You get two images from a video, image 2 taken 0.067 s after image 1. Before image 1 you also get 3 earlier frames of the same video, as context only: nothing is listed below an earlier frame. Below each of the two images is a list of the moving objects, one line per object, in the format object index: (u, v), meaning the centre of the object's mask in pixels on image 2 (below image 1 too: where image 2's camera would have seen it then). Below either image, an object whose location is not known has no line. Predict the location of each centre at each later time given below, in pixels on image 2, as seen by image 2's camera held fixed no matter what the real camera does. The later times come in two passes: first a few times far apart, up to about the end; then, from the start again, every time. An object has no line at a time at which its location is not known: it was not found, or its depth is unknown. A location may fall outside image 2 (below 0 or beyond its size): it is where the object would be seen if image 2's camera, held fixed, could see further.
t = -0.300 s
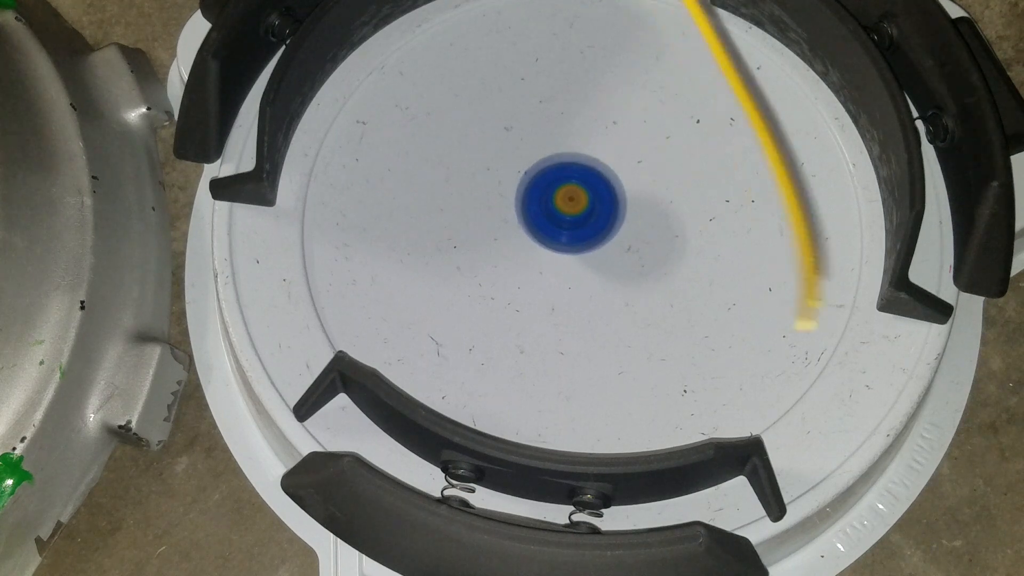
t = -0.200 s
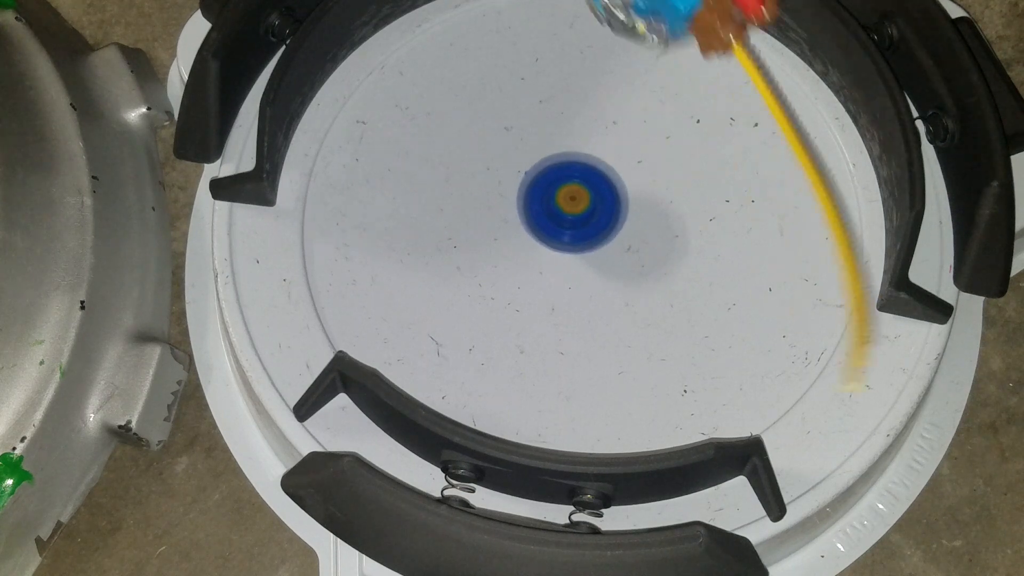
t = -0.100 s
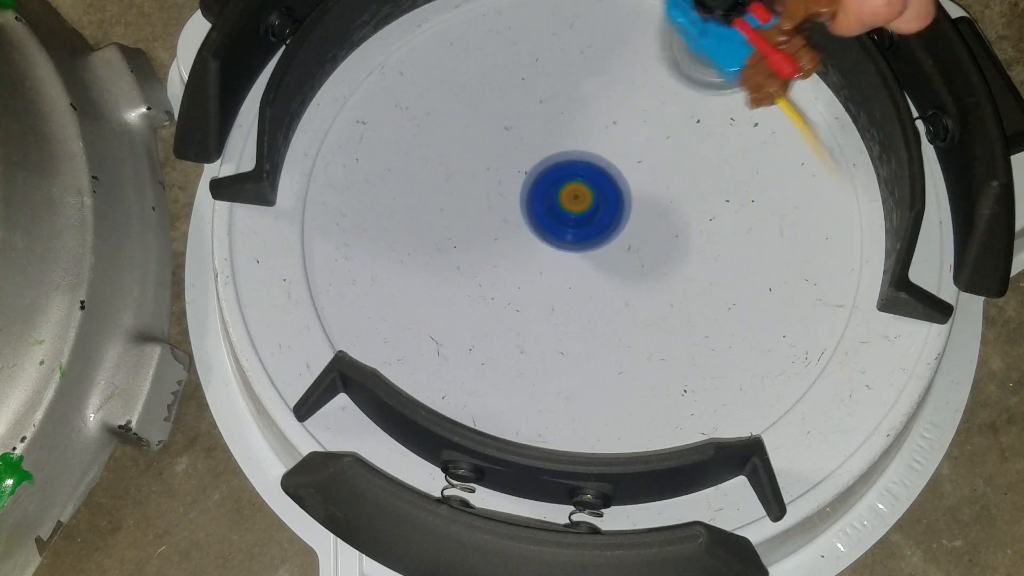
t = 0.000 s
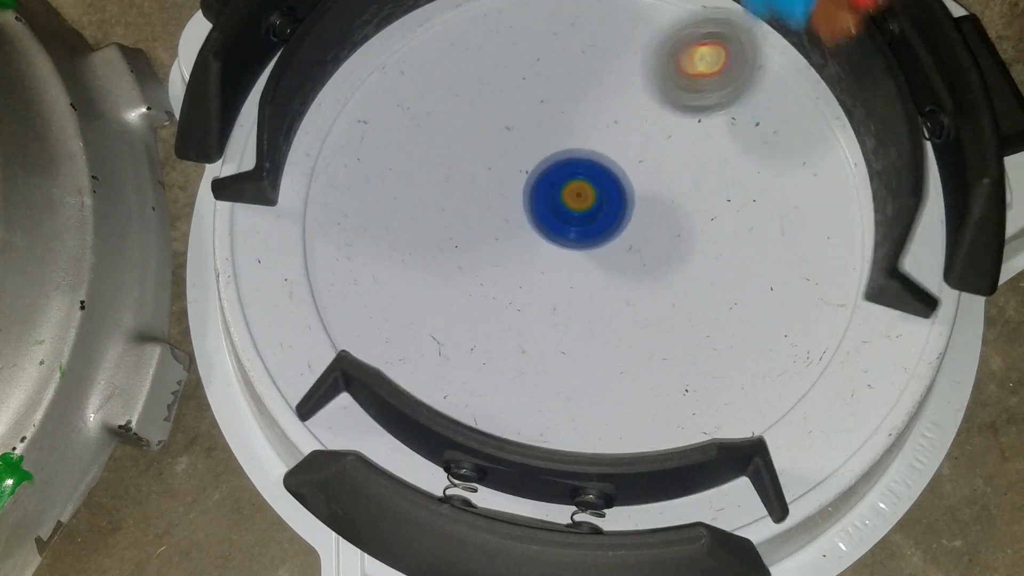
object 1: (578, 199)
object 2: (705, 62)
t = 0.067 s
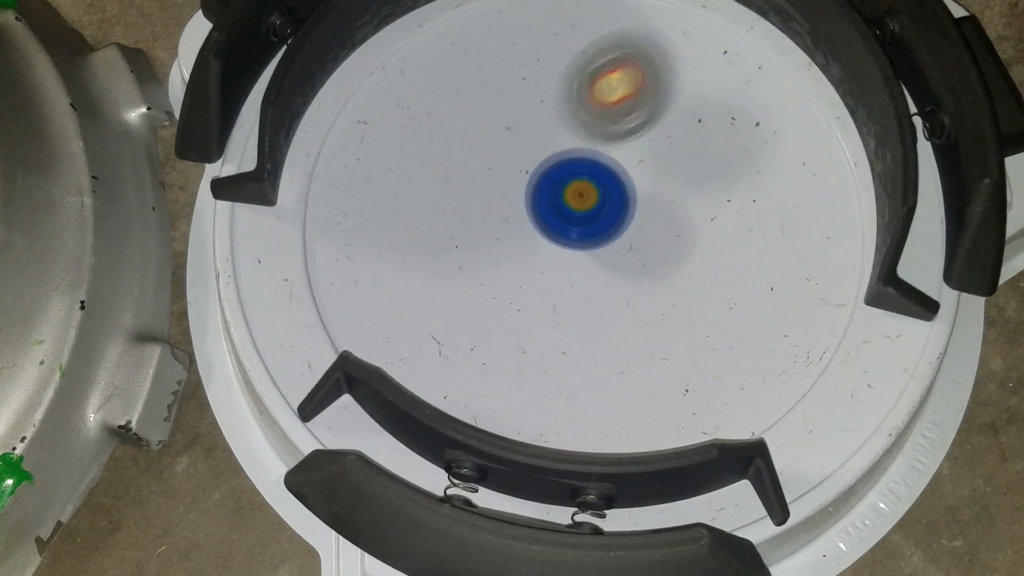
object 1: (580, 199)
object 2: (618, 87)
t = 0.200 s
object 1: (504, 365)
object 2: (552, 29)
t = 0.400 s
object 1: (565, 367)
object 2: (525, 185)
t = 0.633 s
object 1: (686, 322)
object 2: (517, 281)
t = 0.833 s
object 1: (710, 252)
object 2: (520, 331)
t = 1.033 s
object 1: (682, 217)
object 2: (532, 356)
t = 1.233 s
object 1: (651, 202)
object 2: (547, 353)
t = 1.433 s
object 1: (622, 195)
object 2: (552, 332)
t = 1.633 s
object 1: (599, 197)
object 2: (546, 289)
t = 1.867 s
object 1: (661, 116)
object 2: (473, 284)
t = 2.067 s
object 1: (655, 67)
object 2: (474, 267)
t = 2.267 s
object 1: (625, 50)
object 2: (499, 236)
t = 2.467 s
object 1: (594, 56)
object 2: (524, 198)
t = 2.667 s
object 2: (467, 255)
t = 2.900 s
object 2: (461, 342)
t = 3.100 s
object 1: (599, 59)
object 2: (524, 324)
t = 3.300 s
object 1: (600, 151)
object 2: (559, 301)
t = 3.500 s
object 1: (616, 183)
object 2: (581, 281)
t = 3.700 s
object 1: (650, 177)
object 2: (578, 289)
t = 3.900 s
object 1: (693, 153)
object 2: (531, 316)
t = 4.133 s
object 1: (703, 143)
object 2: (512, 332)
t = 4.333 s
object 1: (662, 171)
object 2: (522, 316)
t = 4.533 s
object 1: (627, 193)
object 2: (532, 288)
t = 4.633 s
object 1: (619, 198)
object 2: (536, 271)
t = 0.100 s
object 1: (563, 234)
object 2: (590, 80)
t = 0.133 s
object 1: (539, 287)
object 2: (575, 50)
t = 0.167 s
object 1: (519, 331)
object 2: (563, 35)
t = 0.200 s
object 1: (504, 365)
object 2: (552, 29)
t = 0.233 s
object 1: (497, 386)
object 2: (545, 35)
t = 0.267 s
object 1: (498, 395)
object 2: (540, 61)
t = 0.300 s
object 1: (511, 394)
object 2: (534, 95)
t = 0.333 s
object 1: (528, 389)
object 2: (529, 127)
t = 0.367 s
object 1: (546, 378)
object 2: (526, 157)
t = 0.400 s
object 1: (565, 367)
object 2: (525, 185)
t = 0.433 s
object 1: (584, 355)
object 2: (527, 211)
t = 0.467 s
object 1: (602, 344)
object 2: (530, 233)
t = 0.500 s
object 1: (617, 334)
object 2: (533, 254)
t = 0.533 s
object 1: (640, 333)
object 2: (530, 262)
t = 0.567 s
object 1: (663, 334)
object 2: (522, 266)
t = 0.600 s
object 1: (678, 330)
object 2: (519, 273)
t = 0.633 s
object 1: (686, 322)
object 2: (517, 281)
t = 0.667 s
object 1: (693, 313)
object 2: (517, 291)
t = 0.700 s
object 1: (699, 301)
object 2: (517, 300)
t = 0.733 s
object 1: (705, 289)
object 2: (517, 309)
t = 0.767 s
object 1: (709, 277)
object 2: (517, 317)
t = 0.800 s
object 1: (710, 264)
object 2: (518, 325)
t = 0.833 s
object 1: (710, 252)
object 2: (520, 331)
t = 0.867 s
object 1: (707, 241)
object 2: (521, 337)
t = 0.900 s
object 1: (702, 234)
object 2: (522, 343)
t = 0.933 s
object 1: (698, 228)
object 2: (524, 348)
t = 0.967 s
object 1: (692, 224)
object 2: (526, 352)
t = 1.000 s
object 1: (687, 220)
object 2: (529, 354)
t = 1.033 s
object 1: (682, 217)
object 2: (532, 356)
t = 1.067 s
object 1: (676, 214)
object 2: (534, 357)
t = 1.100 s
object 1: (672, 211)
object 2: (538, 357)
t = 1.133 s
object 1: (666, 209)
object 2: (541, 357)
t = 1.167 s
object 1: (661, 206)
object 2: (544, 356)
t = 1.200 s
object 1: (655, 204)
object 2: (545, 355)
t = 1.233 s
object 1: (651, 202)
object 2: (547, 353)
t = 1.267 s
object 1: (646, 200)
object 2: (548, 351)
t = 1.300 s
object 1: (641, 198)
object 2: (550, 348)
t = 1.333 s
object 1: (636, 197)
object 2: (551, 345)
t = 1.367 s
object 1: (631, 196)
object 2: (551, 342)
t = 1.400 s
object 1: (627, 196)
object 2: (552, 337)
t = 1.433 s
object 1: (622, 195)
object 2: (552, 332)
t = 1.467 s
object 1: (618, 195)
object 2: (551, 326)
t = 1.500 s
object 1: (614, 195)
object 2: (551, 320)
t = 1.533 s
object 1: (610, 195)
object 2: (550, 313)
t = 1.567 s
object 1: (606, 196)
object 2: (549, 305)
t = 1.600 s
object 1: (602, 196)
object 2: (548, 297)
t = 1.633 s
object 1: (599, 197)
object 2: (546, 289)
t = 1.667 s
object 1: (597, 196)
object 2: (544, 283)
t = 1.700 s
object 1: (597, 192)
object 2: (542, 277)
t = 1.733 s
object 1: (599, 187)
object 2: (540, 270)
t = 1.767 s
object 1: (600, 182)
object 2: (538, 263)
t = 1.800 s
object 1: (620, 160)
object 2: (514, 272)
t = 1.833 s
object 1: (645, 135)
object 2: (489, 279)
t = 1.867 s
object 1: (661, 116)
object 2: (473, 284)
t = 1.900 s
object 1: (670, 102)
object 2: (467, 284)
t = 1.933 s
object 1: (671, 93)
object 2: (464, 283)
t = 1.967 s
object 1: (667, 86)
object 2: (465, 280)
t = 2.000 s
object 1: (663, 78)
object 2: (467, 277)
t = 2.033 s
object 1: (659, 72)
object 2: (470, 272)
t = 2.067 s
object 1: (655, 67)
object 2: (474, 267)
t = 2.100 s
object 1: (650, 62)
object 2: (478, 262)
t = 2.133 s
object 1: (645, 58)
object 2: (482, 256)
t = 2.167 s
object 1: (640, 55)
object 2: (486, 251)
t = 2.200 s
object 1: (635, 53)
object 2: (490, 246)
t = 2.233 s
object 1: (630, 51)
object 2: (494, 241)
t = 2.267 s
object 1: (625, 50)
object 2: (499, 236)
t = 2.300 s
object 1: (620, 49)
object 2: (503, 229)
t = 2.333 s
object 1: (615, 49)
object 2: (507, 223)
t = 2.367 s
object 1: (609, 50)
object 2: (512, 217)
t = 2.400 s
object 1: (604, 51)
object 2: (516, 210)
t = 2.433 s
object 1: (599, 52)
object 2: (519, 204)
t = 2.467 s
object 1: (594, 56)
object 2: (524, 198)
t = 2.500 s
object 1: (589, 59)
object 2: (527, 191)
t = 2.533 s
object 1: (585, 64)
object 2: (532, 186)
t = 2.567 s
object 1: (581, 69)
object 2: (536, 179)
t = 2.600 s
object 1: (577, 75)
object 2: (539, 175)
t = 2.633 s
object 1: (610, 41)
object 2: (502, 214)
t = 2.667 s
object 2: (467, 255)
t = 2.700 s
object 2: (444, 287)
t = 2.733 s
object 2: (429, 313)
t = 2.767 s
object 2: (424, 329)
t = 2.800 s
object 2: (428, 338)
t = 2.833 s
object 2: (437, 341)
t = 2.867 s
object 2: (450, 344)
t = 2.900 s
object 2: (461, 342)
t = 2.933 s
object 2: (474, 339)
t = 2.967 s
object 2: (485, 337)
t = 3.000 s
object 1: (600, 20)
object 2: (495, 333)
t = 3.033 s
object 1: (601, 30)
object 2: (506, 330)
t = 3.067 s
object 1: (601, 41)
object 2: (515, 327)
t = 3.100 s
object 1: (599, 59)
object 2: (524, 324)
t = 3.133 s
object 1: (598, 80)
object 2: (531, 322)
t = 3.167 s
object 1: (597, 99)
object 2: (537, 318)
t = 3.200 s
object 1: (596, 116)
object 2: (543, 314)
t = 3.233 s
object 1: (596, 130)
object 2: (548, 309)
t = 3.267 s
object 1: (598, 142)
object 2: (553, 304)
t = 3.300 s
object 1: (600, 151)
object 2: (559, 301)
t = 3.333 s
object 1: (603, 159)
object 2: (563, 297)
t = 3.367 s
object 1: (605, 166)
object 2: (568, 292)
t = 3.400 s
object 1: (607, 172)
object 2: (573, 289)
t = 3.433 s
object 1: (610, 177)
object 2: (577, 283)
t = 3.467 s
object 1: (612, 182)
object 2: (582, 279)
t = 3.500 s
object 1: (616, 183)
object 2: (581, 281)
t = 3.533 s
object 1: (630, 172)
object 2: (576, 290)
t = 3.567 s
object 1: (639, 166)
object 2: (574, 294)
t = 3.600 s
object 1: (645, 166)
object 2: (573, 295)
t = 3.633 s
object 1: (649, 169)
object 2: (574, 293)
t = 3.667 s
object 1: (649, 172)
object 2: (577, 291)
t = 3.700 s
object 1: (650, 177)
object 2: (578, 289)
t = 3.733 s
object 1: (649, 181)
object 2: (580, 286)
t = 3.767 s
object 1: (648, 185)
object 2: (583, 284)
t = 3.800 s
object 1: (647, 190)
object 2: (585, 281)
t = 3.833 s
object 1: (646, 194)
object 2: (586, 279)
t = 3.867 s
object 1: (669, 174)
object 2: (556, 300)
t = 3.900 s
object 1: (693, 153)
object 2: (531, 316)
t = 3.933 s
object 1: (710, 140)
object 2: (517, 324)
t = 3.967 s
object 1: (721, 131)
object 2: (510, 330)
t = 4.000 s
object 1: (723, 129)
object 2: (507, 333)
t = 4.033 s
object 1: (721, 131)
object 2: (507, 334)
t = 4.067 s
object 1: (716, 135)
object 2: (508, 336)
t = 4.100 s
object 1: (710, 139)
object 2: (510, 335)
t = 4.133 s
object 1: (703, 143)
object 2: (512, 332)
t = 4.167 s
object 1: (696, 148)
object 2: (515, 330)
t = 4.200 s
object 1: (689, 153)
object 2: (516, 328)
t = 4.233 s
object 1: (683, 157)
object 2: (518, 325)
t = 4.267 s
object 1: (676, 162)
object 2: (521, 323)
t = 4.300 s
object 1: (669, 166)
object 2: (521, 320)
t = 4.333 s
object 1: (662, 171)
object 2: (522, 316)
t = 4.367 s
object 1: (655, 175)
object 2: (524, 313)
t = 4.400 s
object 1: (649, 179)
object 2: (526, 309)
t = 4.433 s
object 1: (643, 183)
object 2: (527, 304)
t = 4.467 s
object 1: (638, 187)
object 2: (529, 299)
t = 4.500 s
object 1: (632, 190)
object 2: (531, 294)
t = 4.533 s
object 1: (627, 193)
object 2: (532, 288)
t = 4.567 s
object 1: (622, 196)
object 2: (534, 281)
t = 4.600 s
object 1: (617, 200)
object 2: (538, 274)
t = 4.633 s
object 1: (619, 198)
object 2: (536, 271)
